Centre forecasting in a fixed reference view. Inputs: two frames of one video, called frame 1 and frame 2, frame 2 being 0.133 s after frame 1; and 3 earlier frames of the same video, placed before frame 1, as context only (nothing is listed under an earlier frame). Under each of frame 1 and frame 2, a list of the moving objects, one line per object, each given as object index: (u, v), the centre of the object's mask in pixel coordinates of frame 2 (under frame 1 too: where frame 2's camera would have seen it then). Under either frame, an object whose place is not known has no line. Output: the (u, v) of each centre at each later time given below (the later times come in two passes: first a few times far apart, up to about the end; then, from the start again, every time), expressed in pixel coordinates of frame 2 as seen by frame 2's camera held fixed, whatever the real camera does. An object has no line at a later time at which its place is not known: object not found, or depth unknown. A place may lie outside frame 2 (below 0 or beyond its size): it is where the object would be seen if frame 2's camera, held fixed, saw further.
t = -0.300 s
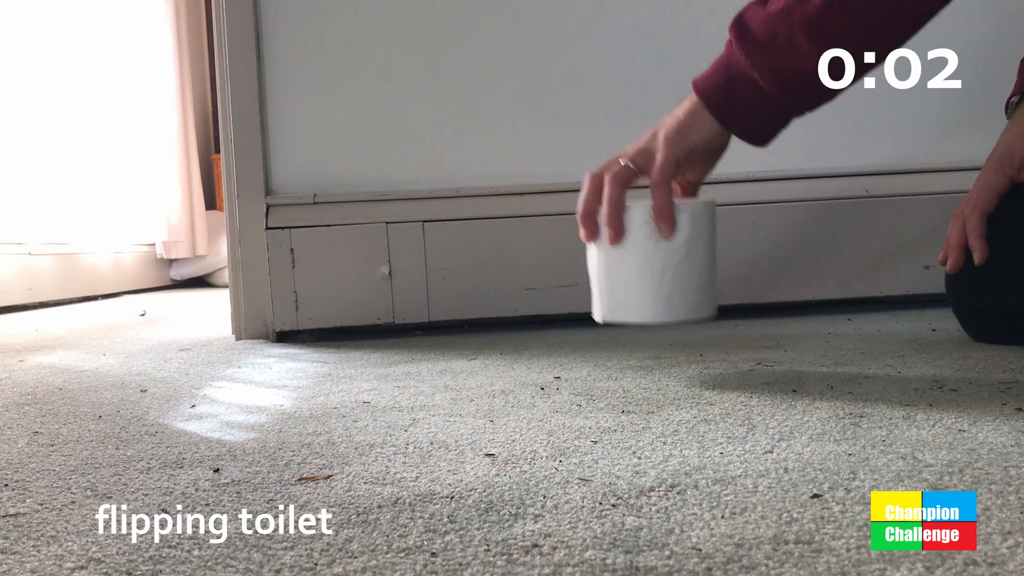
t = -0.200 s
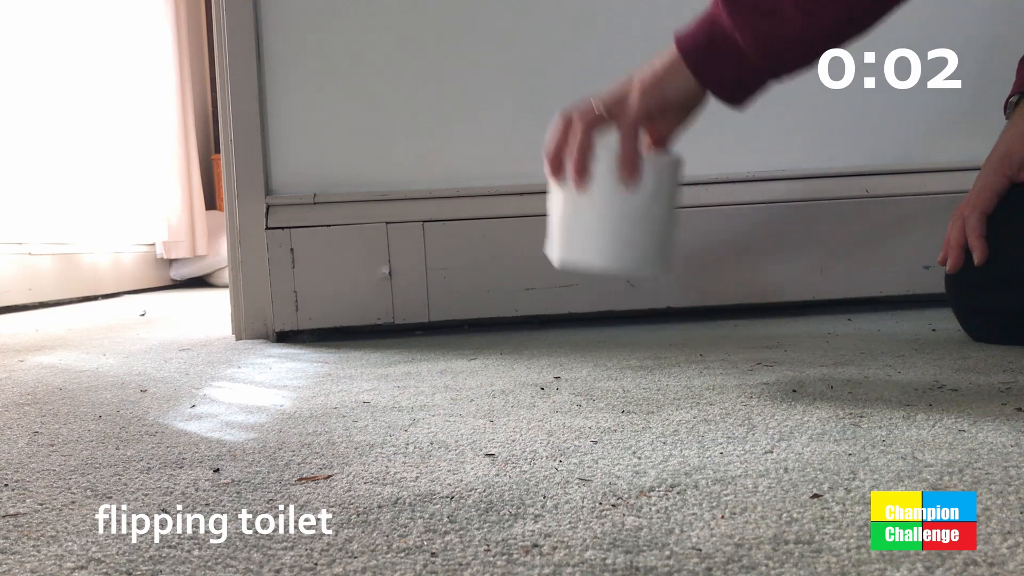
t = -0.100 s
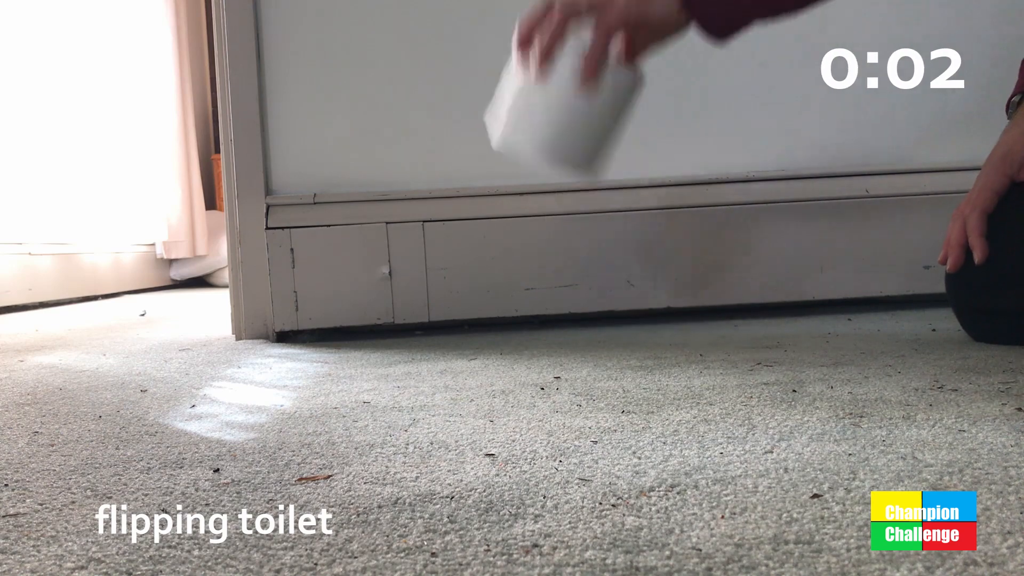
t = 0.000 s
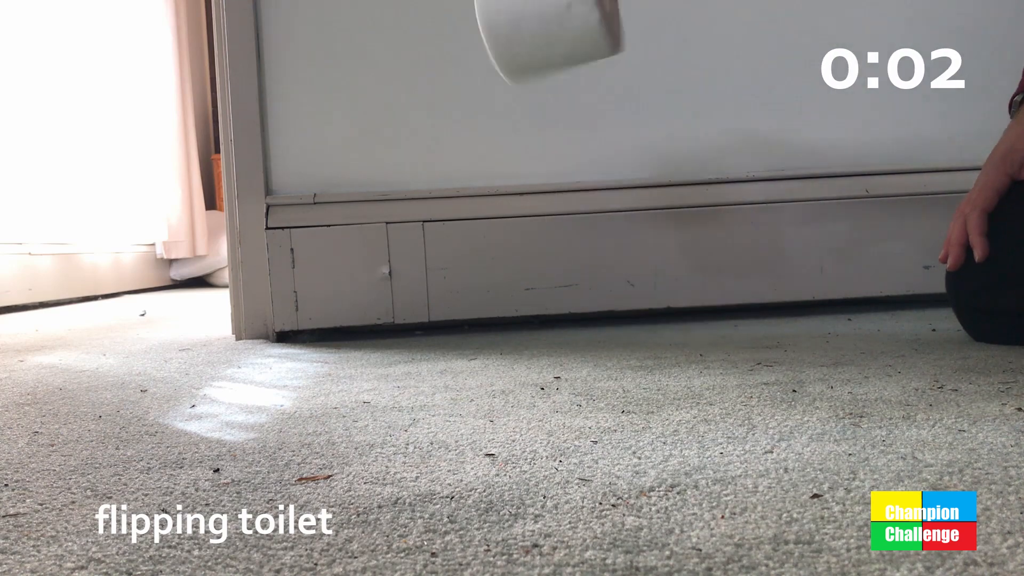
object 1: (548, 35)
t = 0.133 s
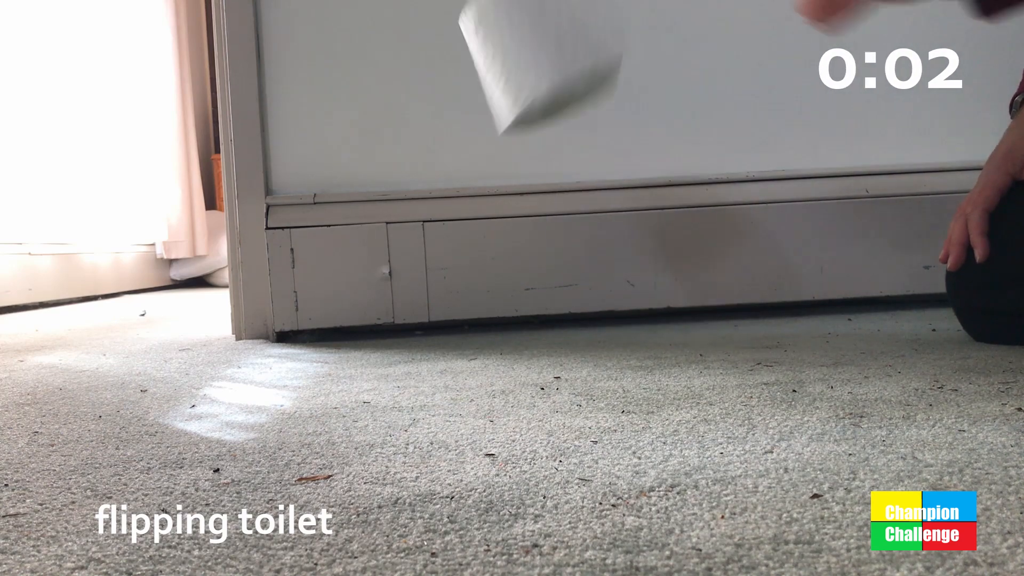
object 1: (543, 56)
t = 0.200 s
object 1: (535, 143)
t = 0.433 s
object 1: (646, 301)
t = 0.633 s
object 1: (765, 298)
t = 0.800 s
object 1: (824, 303)
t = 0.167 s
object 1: (538, 85)
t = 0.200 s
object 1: (535, 143)
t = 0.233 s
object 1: (529, 218)
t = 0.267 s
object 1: (530, 295)
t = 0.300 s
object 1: (551, 320)
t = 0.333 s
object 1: (572, 305)
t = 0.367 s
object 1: (594, 297)
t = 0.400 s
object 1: (617, 293)
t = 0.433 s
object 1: (646, 301)
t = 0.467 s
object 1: (669, 314)
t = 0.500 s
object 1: (697, 305)
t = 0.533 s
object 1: (716, 298)
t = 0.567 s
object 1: (735, 295)
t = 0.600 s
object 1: (749, 295)
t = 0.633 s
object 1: (765, 298)
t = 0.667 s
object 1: (782, 304)
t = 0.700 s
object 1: (801, 313)
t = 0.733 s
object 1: (812, 306)
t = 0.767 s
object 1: (819, 302)
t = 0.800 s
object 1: (824, 303)
